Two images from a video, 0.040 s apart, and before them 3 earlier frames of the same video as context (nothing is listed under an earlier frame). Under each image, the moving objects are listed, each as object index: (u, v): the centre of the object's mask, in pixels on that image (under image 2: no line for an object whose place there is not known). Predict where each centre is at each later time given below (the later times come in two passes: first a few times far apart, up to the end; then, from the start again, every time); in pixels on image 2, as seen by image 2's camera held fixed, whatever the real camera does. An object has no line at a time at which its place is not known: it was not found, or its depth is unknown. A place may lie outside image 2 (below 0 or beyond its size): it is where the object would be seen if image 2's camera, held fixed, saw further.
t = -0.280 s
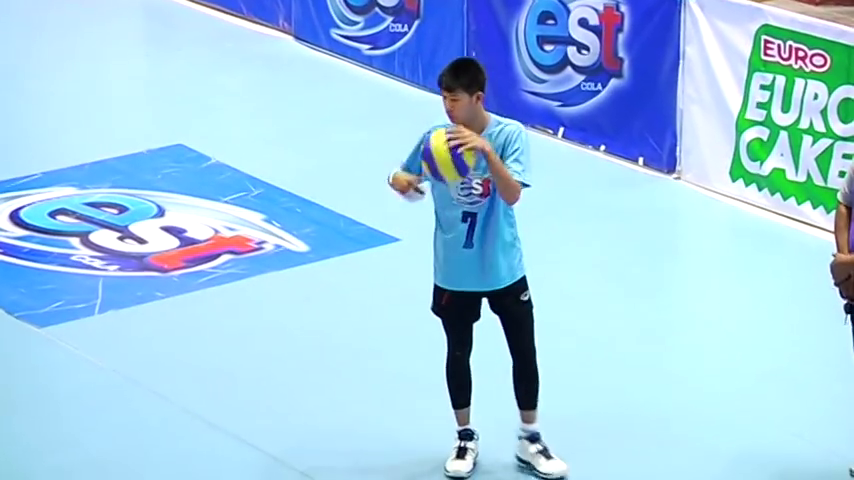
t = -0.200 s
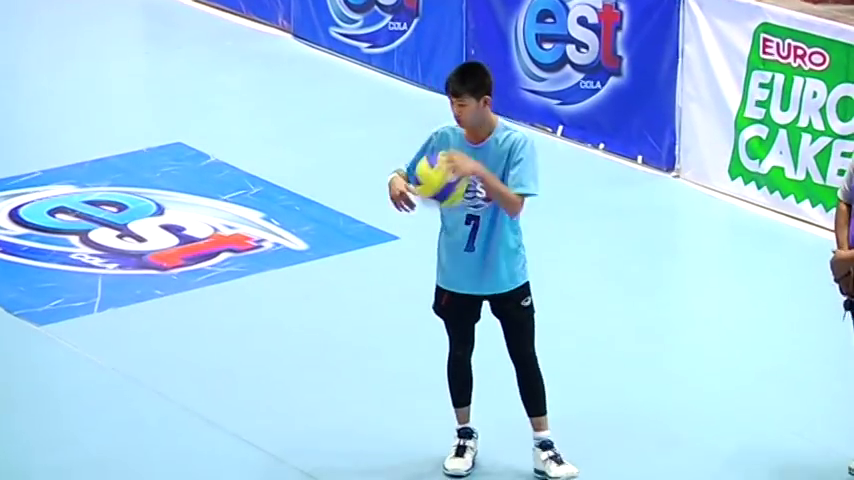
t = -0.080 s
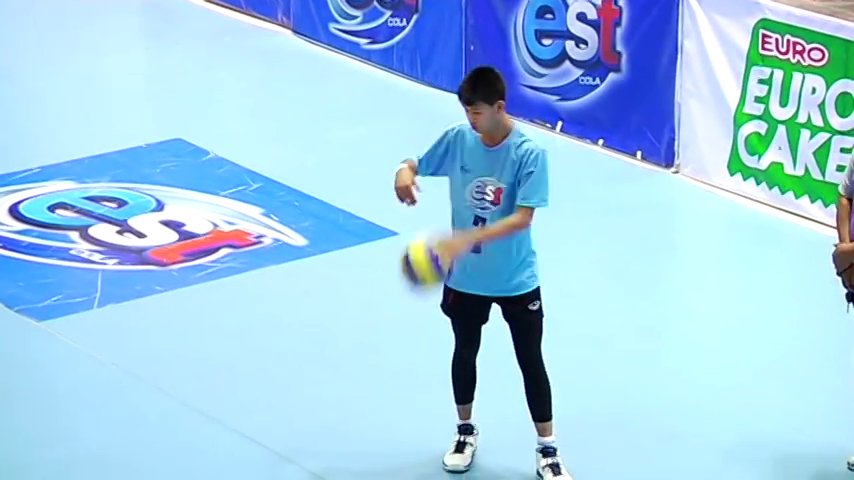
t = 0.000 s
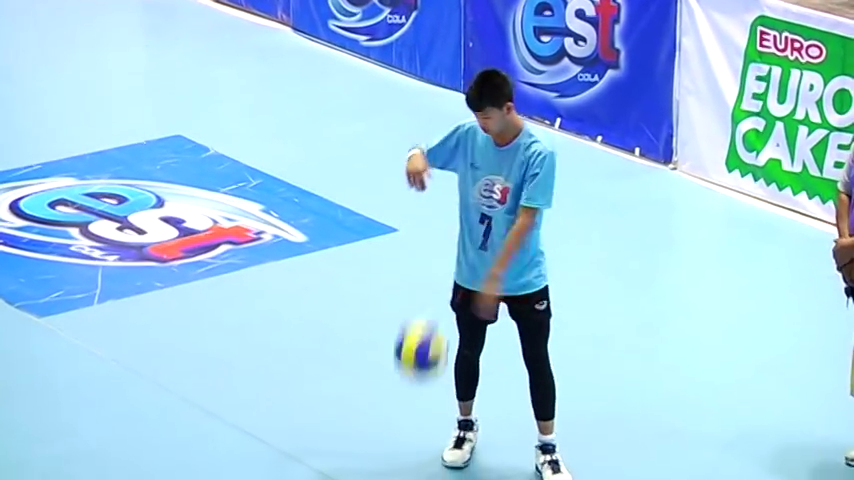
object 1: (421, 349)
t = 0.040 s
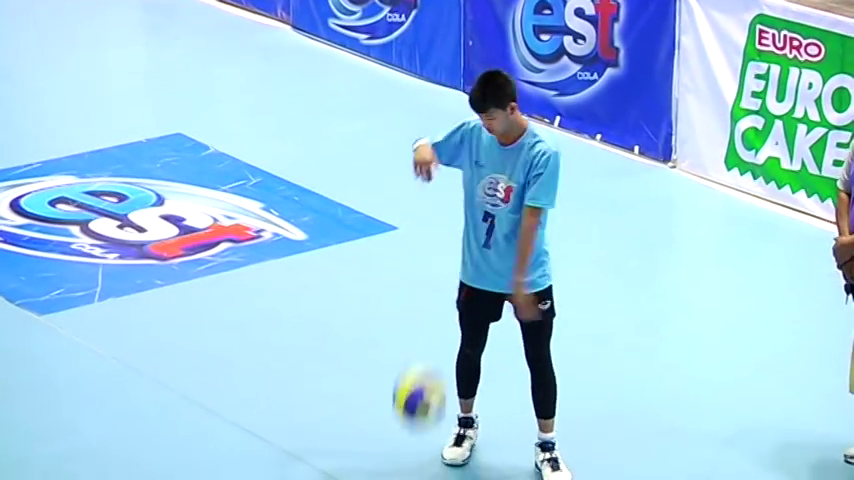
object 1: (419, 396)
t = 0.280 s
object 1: (426, 328)
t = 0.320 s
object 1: (428, 301)
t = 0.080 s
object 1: (419, 450)
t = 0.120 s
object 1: (420, 467)
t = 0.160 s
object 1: (422, 432)
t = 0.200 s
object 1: (423, 394)
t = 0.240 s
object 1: (425, 358)
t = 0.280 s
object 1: (426, 328)
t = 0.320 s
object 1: (428, 301)
